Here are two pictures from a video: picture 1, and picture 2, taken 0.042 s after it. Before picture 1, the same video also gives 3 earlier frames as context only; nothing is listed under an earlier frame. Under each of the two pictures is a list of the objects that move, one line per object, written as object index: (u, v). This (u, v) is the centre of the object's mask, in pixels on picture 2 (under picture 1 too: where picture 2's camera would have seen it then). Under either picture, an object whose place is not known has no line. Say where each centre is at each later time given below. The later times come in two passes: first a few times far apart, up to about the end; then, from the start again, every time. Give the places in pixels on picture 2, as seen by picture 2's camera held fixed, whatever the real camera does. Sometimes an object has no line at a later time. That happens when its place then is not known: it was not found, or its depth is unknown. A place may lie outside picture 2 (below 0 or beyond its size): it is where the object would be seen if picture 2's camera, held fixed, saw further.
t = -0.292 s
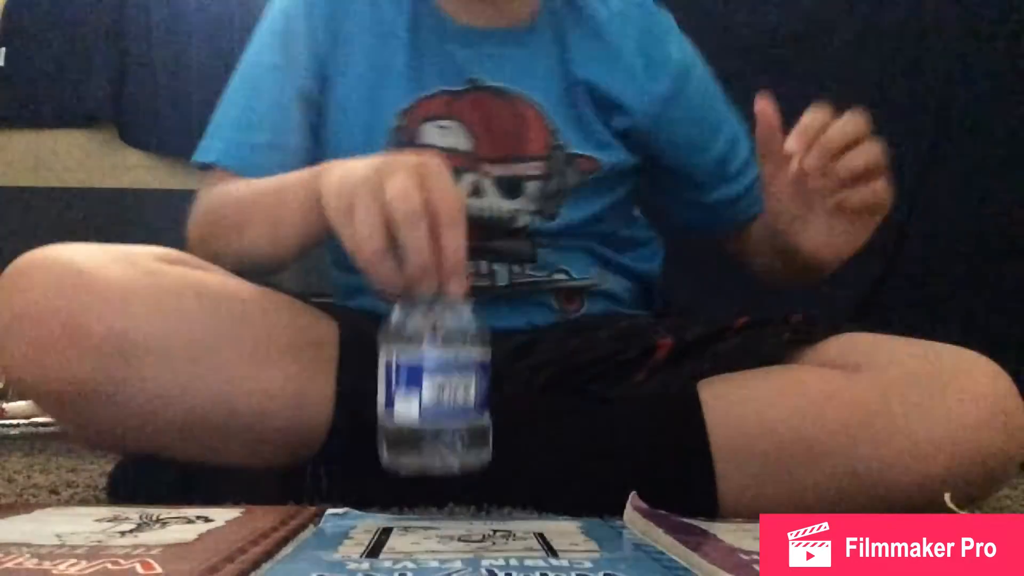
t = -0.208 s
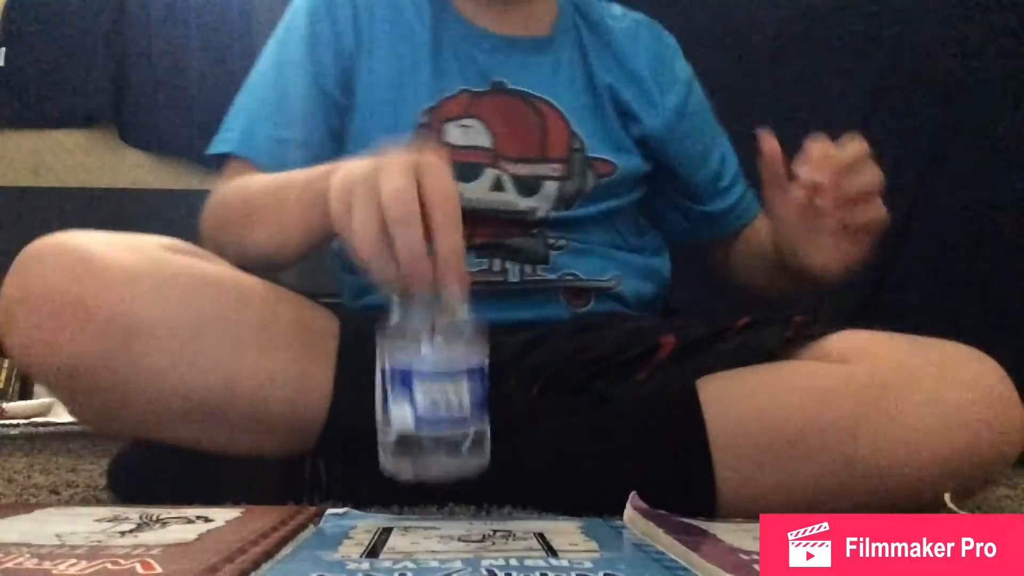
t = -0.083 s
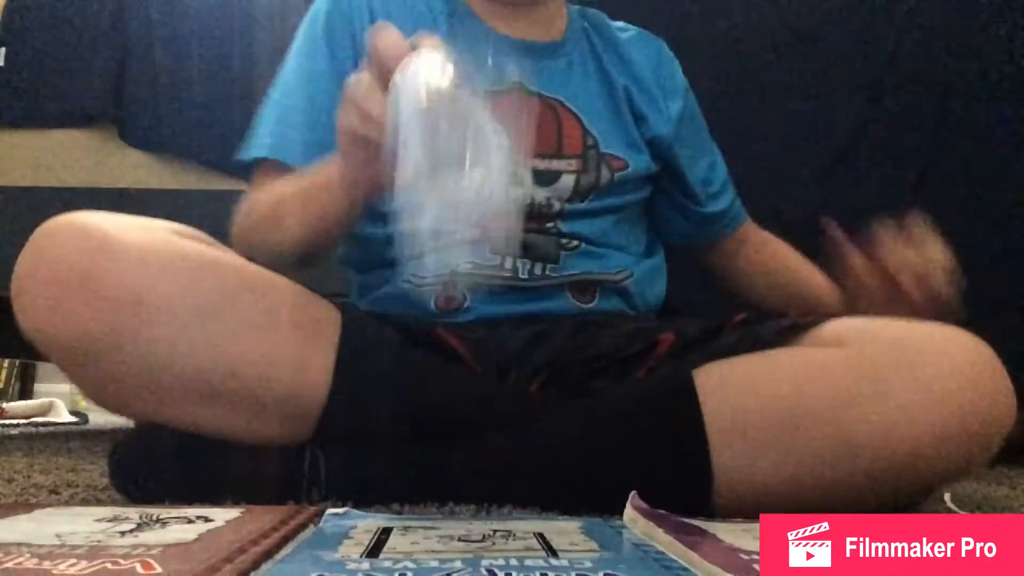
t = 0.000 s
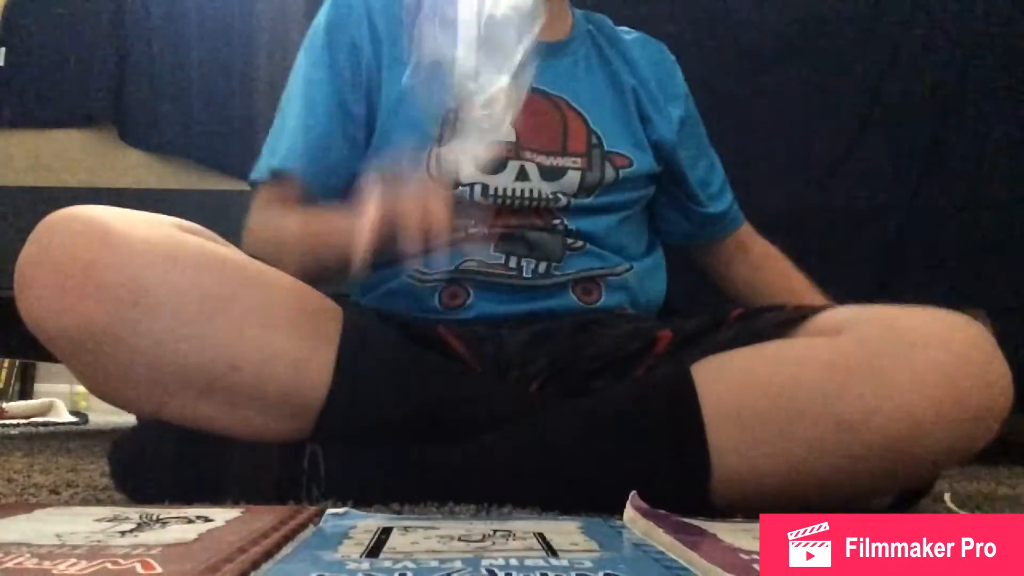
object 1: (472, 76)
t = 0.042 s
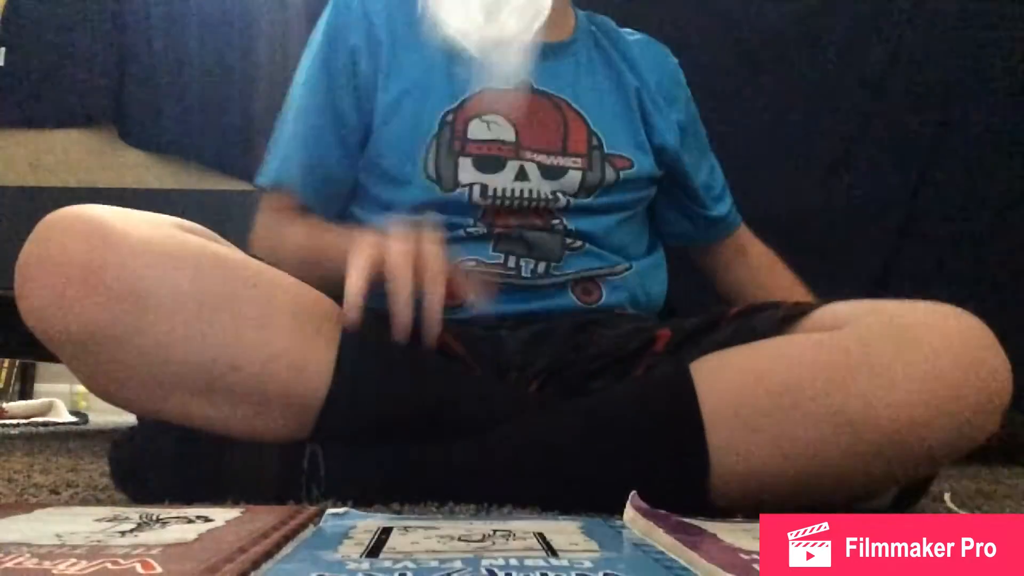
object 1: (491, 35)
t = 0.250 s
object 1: (480, 309)
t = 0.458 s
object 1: (491, 419)
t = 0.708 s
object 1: (491, 421)
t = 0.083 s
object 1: (472, 18)
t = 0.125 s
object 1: (470, 48)
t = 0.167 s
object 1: (477, 93)
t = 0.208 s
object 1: (482, 148)
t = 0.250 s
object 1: (480, 309)
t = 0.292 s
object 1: (489, 422)
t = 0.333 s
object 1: (490, 423)
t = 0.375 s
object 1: (491, 420)
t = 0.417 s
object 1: (490, 419)
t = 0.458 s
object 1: (491, 419)
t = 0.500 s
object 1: (491, 419)
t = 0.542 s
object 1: (490, 420)
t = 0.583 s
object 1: (491, 420)
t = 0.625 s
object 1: (491, 420)
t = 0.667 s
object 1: (491, 420)
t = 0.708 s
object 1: (491, 421)
